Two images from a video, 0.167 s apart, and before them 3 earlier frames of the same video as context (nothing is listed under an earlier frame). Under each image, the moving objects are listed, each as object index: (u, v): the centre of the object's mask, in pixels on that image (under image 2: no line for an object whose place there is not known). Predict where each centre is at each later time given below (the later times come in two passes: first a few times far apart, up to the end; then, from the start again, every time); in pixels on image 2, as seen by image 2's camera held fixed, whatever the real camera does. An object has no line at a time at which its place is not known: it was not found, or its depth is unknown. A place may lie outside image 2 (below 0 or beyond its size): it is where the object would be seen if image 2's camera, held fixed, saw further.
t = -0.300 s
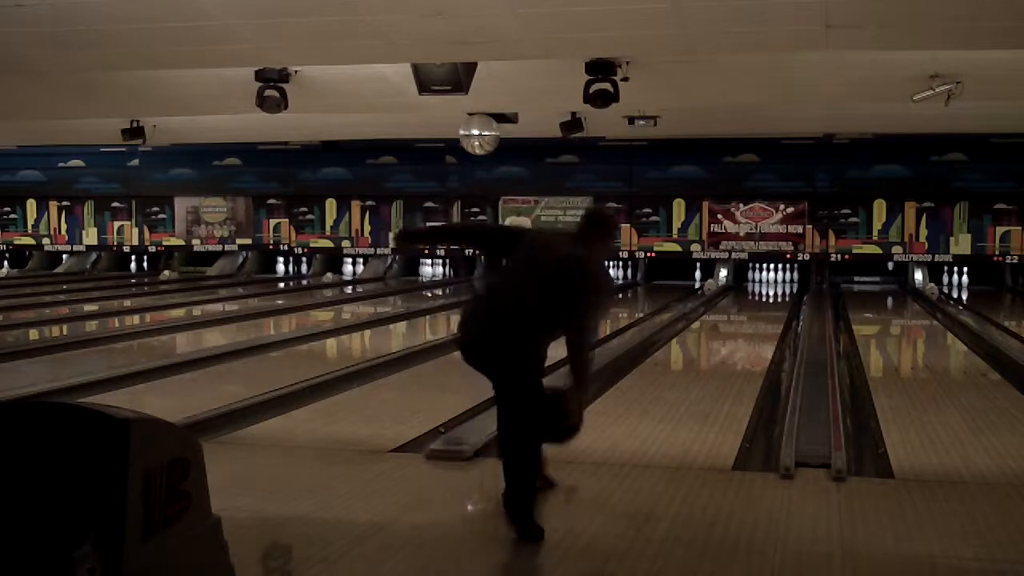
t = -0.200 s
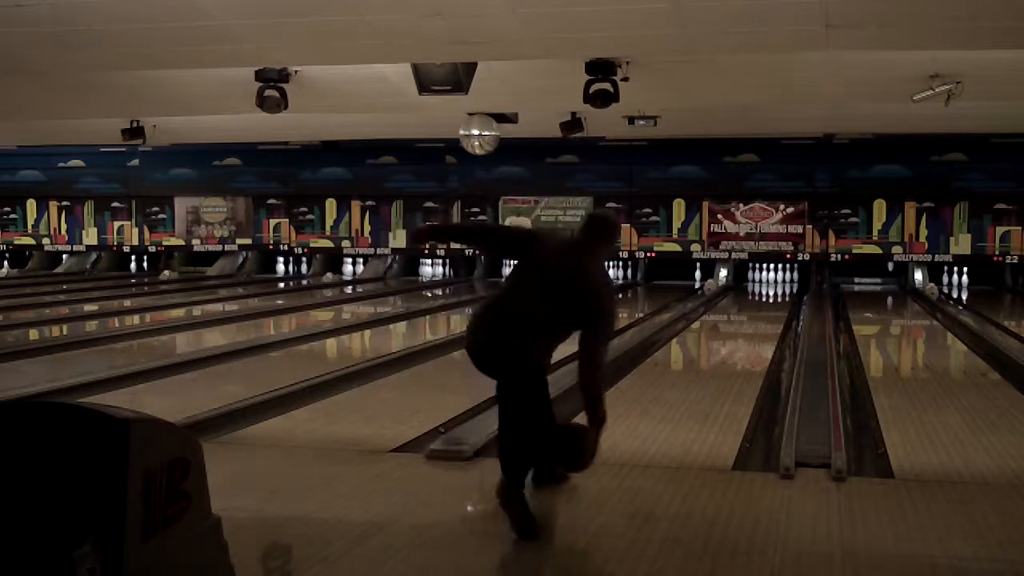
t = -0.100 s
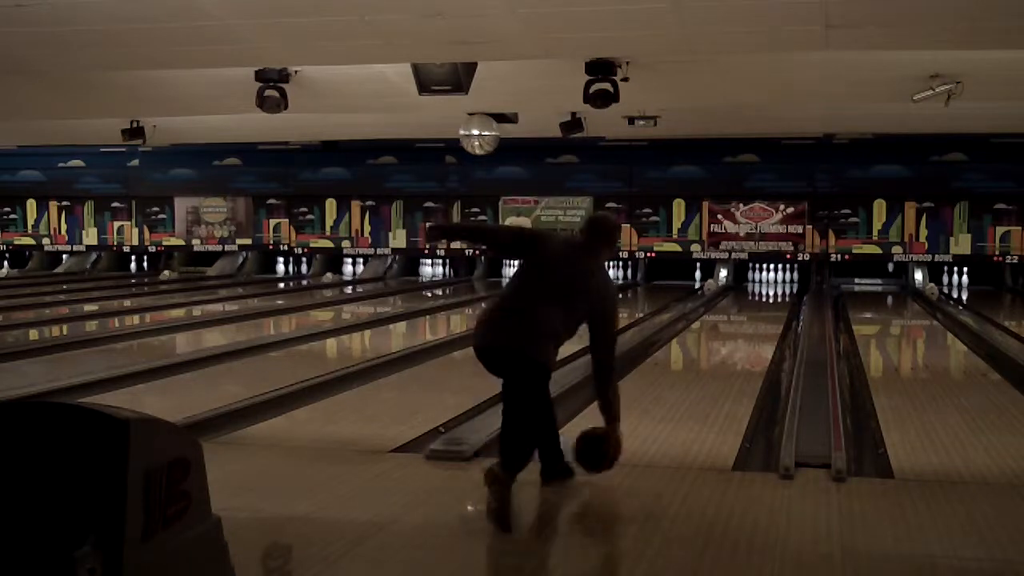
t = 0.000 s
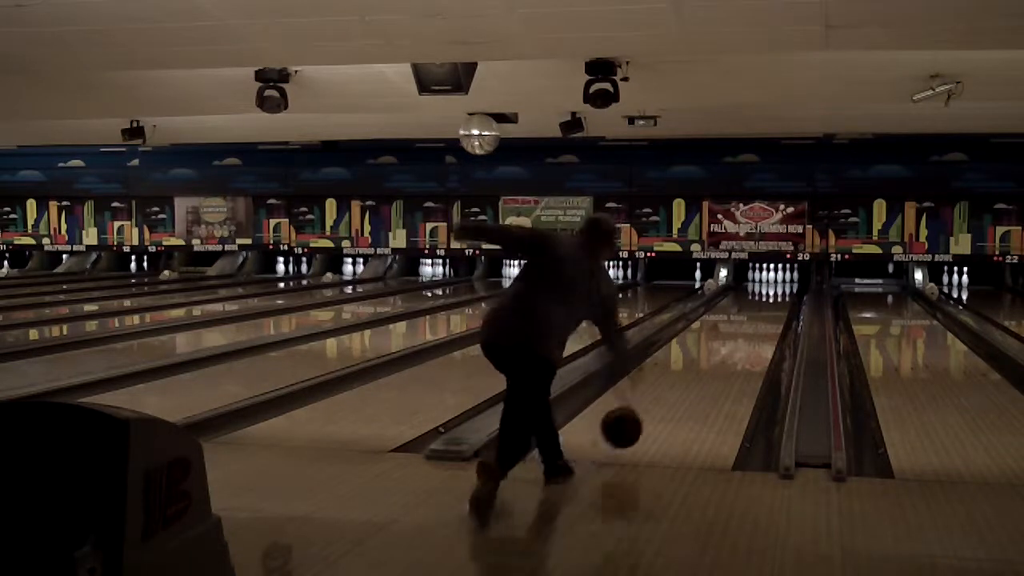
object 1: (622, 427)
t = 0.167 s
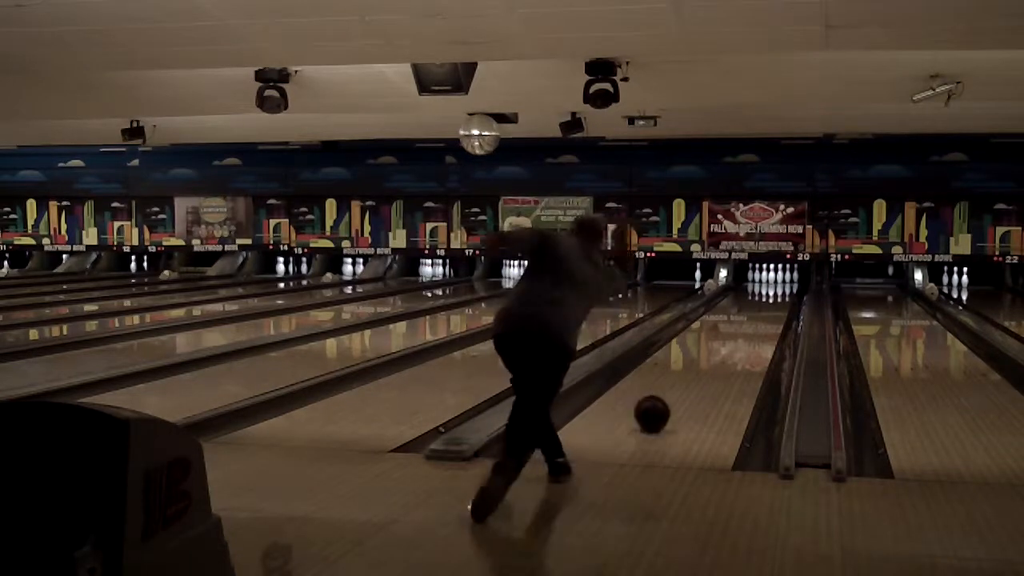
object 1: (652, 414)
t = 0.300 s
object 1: (671, 397)
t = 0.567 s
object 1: (700, 369)
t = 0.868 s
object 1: (723, 346)
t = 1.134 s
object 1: (737, 332)
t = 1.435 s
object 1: (749, 319)
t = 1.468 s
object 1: (751, 319)
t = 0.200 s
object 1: (657, 409)
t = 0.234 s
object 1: (662, 404)
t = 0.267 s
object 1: (667, 400)
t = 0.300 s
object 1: (671, 397)
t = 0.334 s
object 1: (675, 392)
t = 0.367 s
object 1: (680, 388)
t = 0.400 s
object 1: (683, 385)
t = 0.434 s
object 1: (686, 382)
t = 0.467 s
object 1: (690, 378)
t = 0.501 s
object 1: (694, 374)
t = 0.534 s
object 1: (697, 371)
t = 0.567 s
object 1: (700, 369)
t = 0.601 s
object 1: (703, 365)
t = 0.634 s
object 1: (706, 362)
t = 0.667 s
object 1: (709, 360)
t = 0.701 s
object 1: (711, 358)
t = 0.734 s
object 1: (713, 355)
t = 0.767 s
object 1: (716, 352)
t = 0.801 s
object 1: (719, 350)
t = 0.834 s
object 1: (720, 348)
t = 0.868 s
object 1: (723, 346)
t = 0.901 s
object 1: (725, 344)
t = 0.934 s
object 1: (727, 342)
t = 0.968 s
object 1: (728, 341)
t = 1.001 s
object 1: (730, 338)
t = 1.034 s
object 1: (732, 336)
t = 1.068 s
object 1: (734, 335)
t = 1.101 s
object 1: (735, 334)
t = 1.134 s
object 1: (737, 332)
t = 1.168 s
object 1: (738, 330)
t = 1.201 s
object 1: (740, 328)
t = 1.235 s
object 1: (741, 327)
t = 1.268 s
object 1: (743, 326)
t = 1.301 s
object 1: (745, 324)
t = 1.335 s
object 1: (746, 323)
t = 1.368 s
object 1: (747, 322)
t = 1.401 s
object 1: (747, 321)
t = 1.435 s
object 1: (749, 319)
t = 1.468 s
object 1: (751, 319)
